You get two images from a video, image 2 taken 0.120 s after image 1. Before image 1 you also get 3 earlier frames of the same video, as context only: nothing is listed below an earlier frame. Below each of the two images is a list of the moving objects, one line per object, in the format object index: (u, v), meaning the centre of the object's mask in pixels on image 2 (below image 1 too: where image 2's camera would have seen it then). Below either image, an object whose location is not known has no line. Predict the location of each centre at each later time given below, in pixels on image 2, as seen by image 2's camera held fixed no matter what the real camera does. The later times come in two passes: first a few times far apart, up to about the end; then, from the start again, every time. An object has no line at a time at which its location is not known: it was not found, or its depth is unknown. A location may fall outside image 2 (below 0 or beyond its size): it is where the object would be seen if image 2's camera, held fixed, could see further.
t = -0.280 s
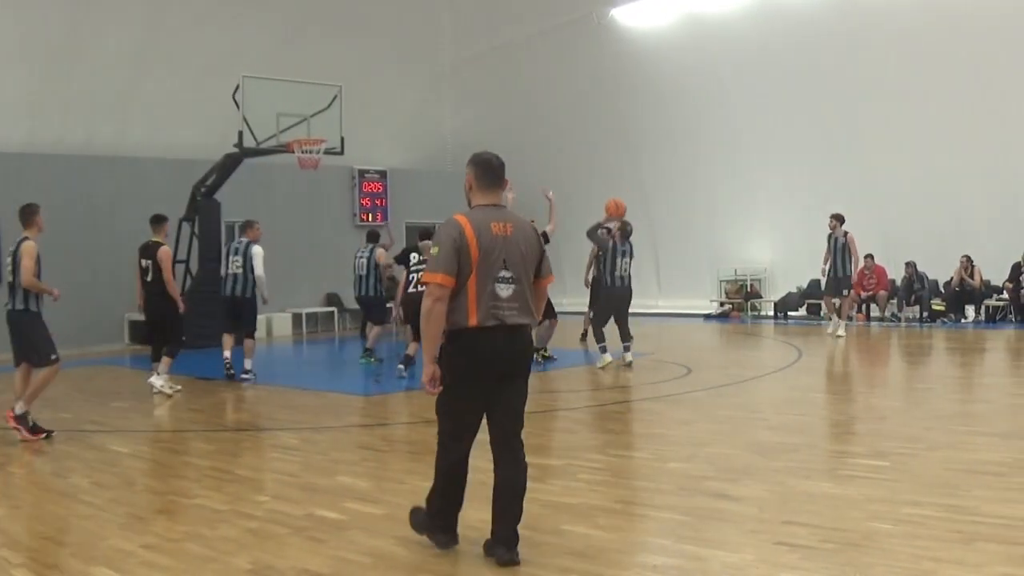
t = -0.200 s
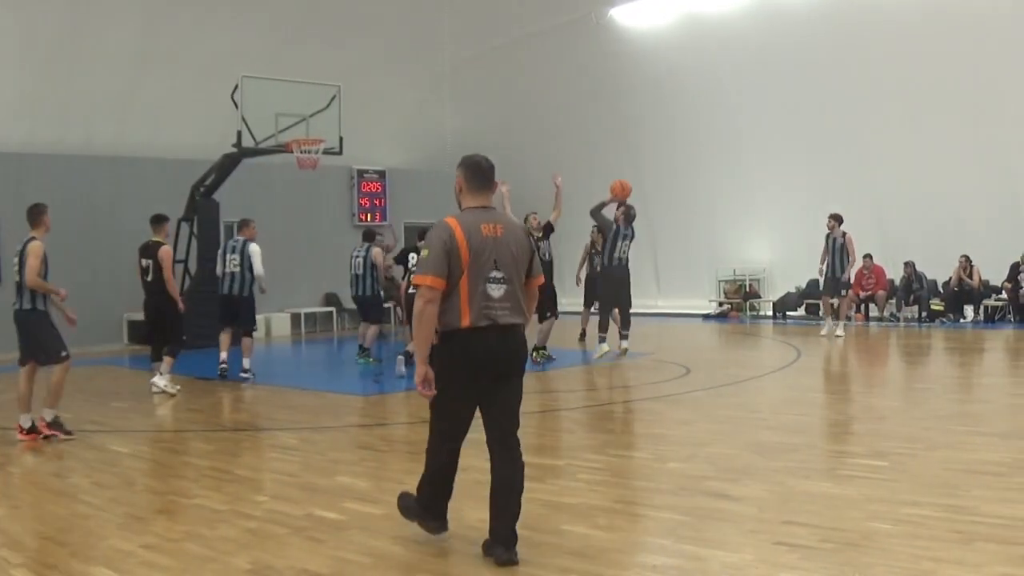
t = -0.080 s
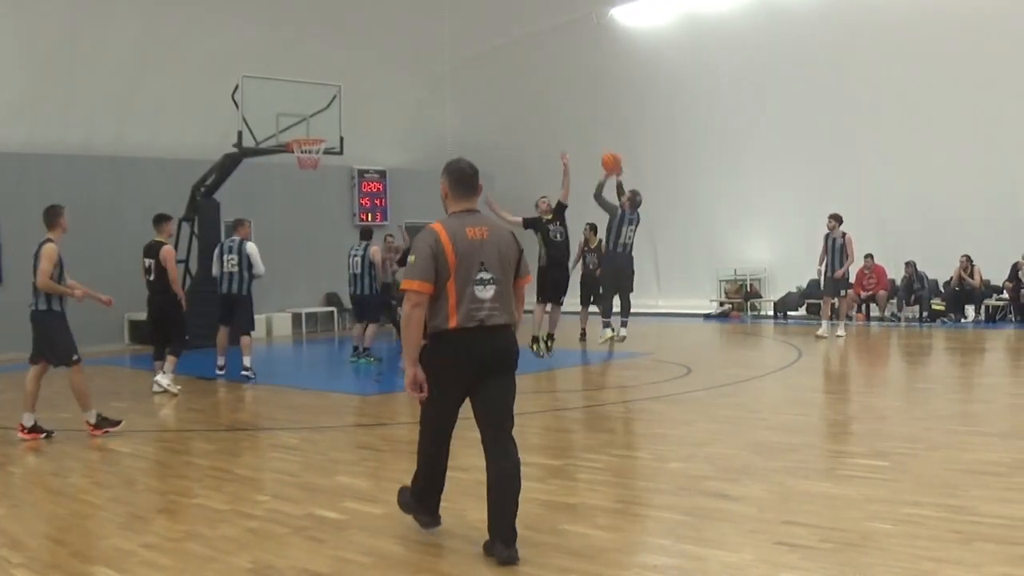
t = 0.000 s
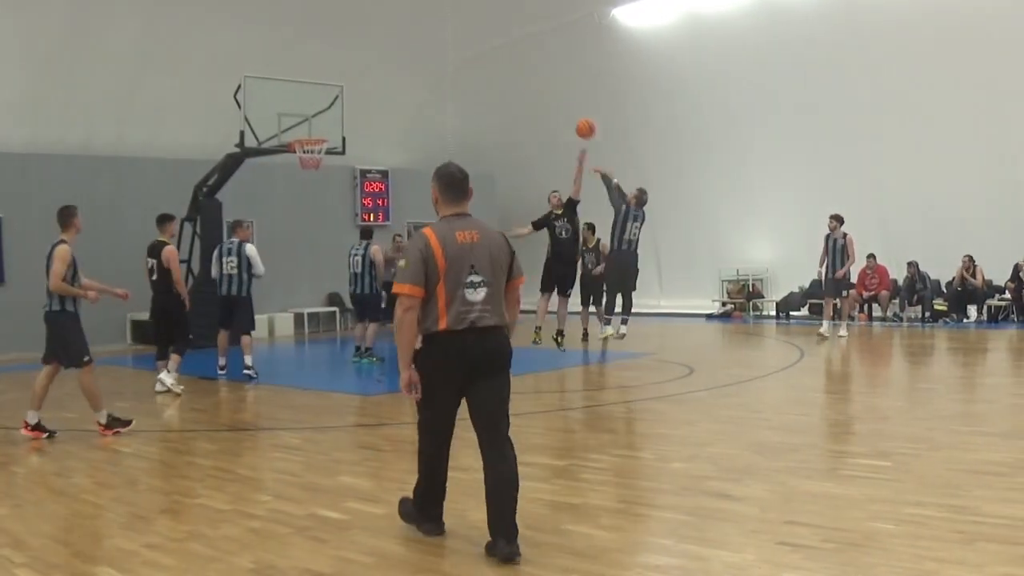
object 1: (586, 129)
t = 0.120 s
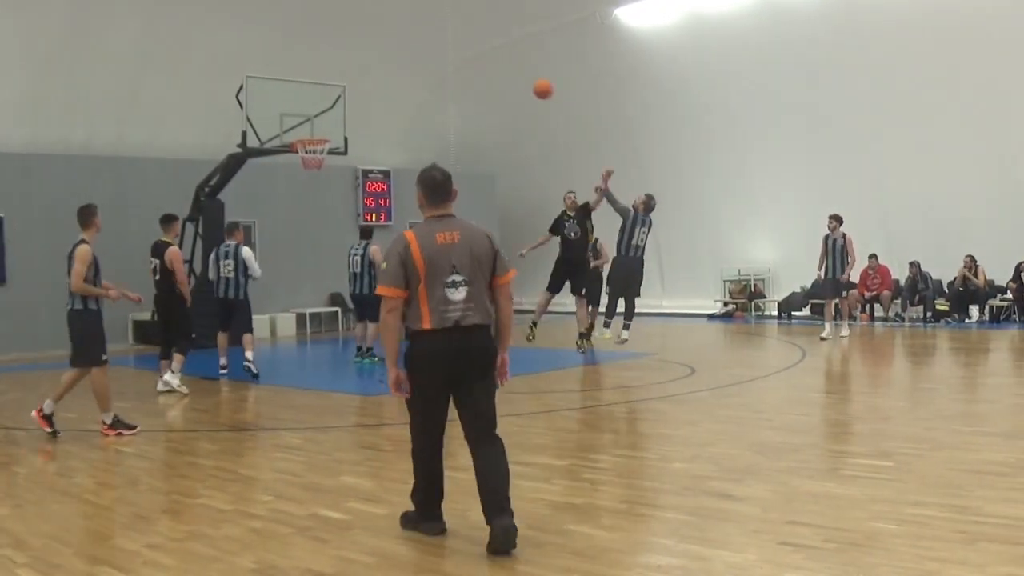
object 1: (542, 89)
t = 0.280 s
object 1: (487, 57)
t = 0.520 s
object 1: (410, 49)
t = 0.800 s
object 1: (332, 91)
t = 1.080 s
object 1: (293, 119)
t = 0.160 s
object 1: (529, 79)
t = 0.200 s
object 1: (515, 69)
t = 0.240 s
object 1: (501, 62)
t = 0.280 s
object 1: (487, 57)
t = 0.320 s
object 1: (473, 52)
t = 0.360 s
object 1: (460, 49)
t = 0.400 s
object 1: (447, 47)
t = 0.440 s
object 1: (435, 47)
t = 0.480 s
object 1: (422, 47)
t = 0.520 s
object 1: (410, 49)
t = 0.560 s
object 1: (398, 52)
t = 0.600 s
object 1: (387, 56)
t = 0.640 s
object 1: (375, 61)
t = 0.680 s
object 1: (364, 67)
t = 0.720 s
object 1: (353, 73)
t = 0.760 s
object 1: (342, 82)
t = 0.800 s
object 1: (332, 91)
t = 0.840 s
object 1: (321, 101)
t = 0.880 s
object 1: (311, 112)
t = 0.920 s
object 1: (301, 125)
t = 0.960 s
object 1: (295, 129)
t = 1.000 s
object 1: (294, 125)
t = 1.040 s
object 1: (293, 122)
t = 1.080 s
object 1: (293, 119)
